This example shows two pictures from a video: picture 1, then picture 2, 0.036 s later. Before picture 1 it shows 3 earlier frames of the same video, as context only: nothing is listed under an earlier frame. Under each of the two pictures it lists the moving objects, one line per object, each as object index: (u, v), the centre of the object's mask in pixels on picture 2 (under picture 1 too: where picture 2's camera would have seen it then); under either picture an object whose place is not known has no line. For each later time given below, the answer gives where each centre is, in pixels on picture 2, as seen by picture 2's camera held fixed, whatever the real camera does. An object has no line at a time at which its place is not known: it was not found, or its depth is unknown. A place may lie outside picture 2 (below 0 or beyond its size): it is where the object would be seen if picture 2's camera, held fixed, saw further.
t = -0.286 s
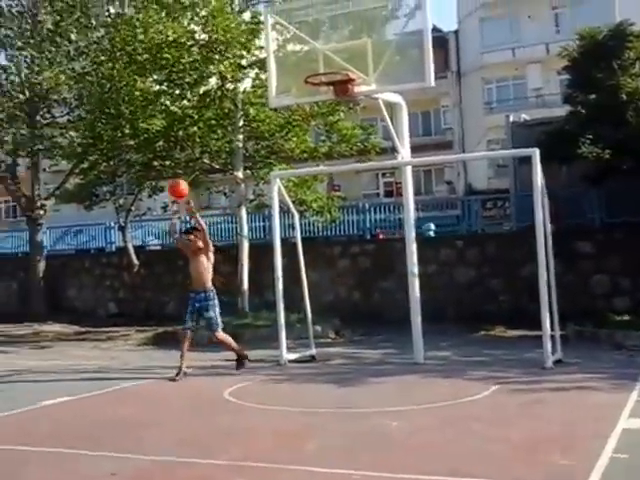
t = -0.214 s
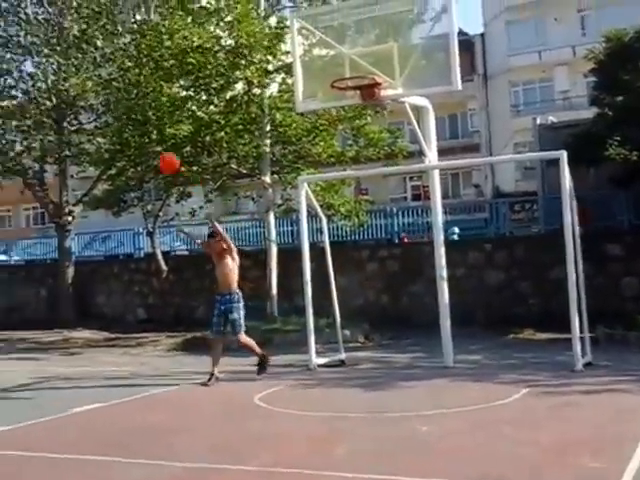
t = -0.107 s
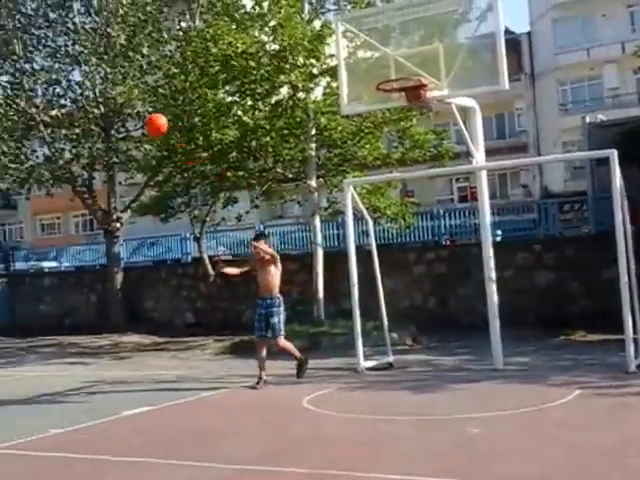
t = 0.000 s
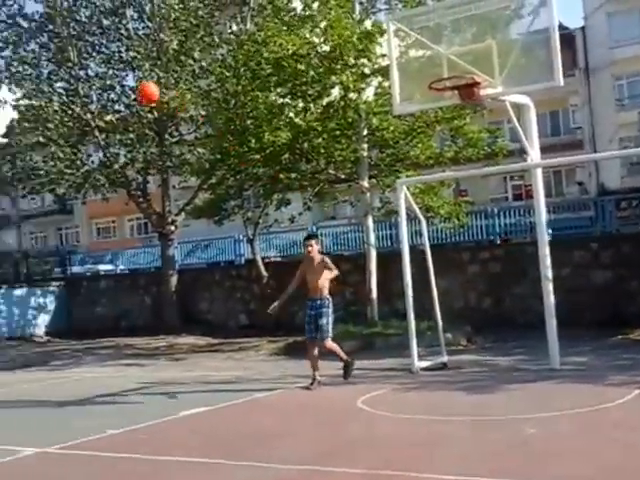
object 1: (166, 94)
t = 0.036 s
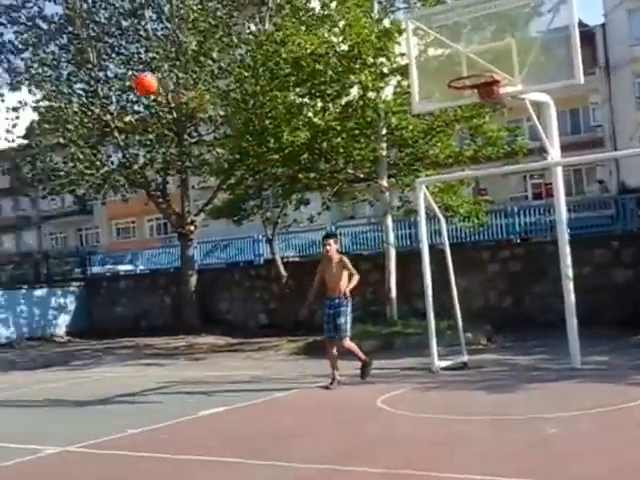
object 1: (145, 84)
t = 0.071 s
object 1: (124, 75)
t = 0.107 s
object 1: (101, 66)
